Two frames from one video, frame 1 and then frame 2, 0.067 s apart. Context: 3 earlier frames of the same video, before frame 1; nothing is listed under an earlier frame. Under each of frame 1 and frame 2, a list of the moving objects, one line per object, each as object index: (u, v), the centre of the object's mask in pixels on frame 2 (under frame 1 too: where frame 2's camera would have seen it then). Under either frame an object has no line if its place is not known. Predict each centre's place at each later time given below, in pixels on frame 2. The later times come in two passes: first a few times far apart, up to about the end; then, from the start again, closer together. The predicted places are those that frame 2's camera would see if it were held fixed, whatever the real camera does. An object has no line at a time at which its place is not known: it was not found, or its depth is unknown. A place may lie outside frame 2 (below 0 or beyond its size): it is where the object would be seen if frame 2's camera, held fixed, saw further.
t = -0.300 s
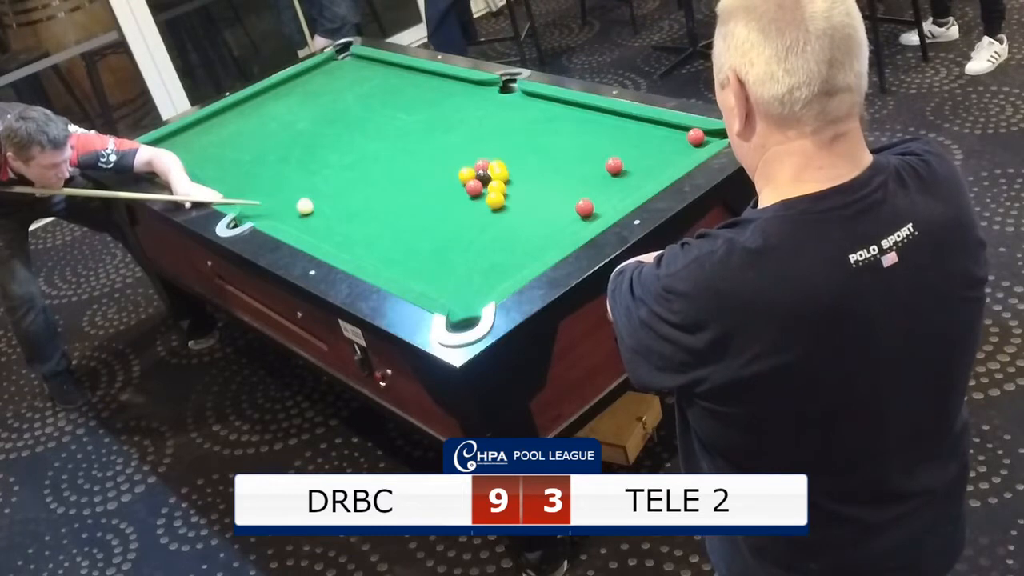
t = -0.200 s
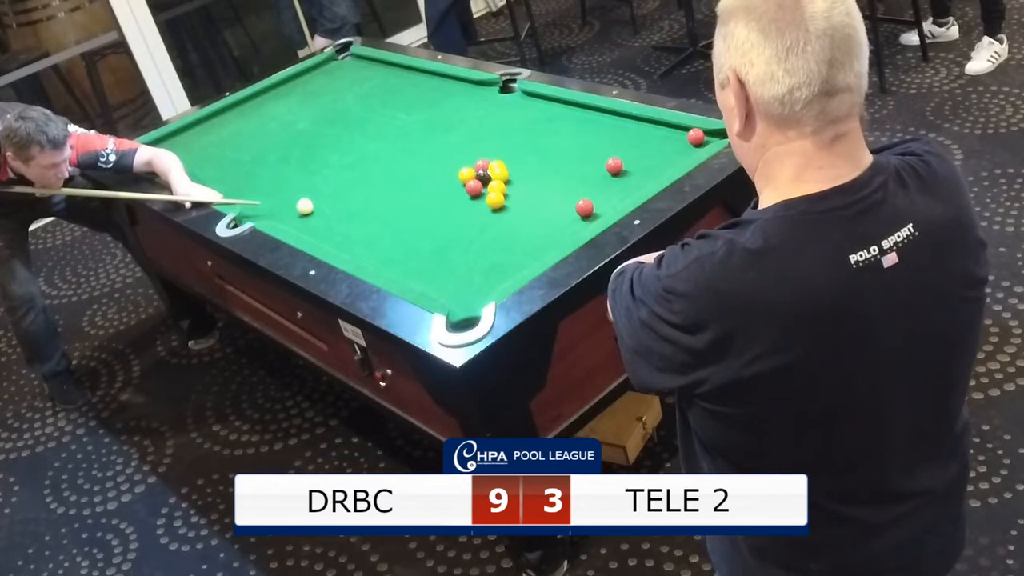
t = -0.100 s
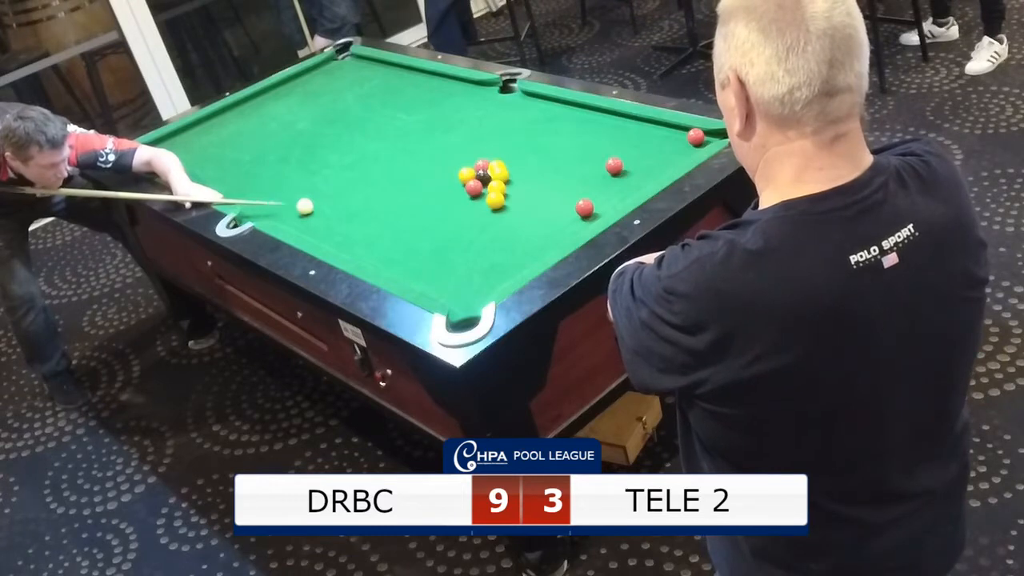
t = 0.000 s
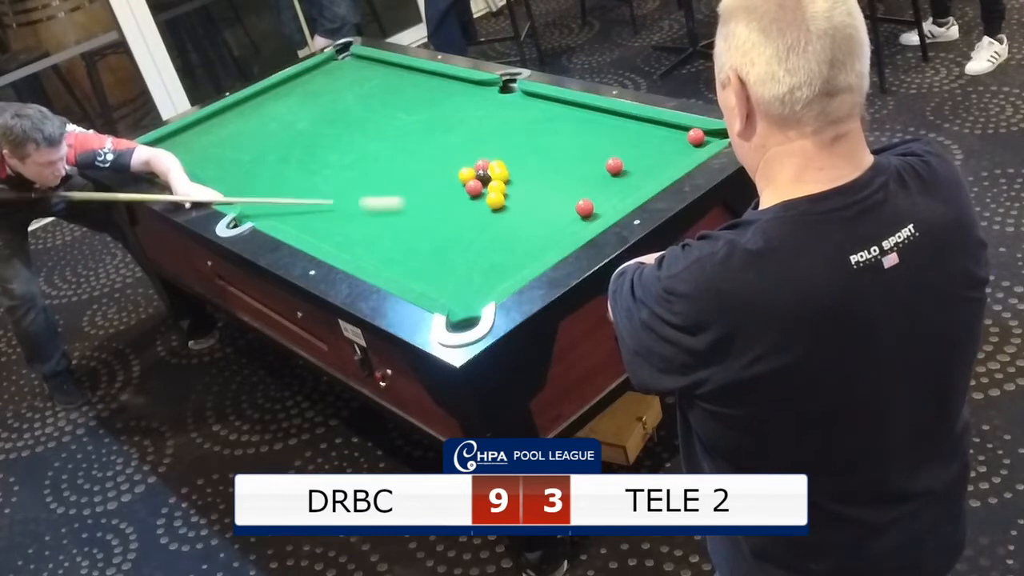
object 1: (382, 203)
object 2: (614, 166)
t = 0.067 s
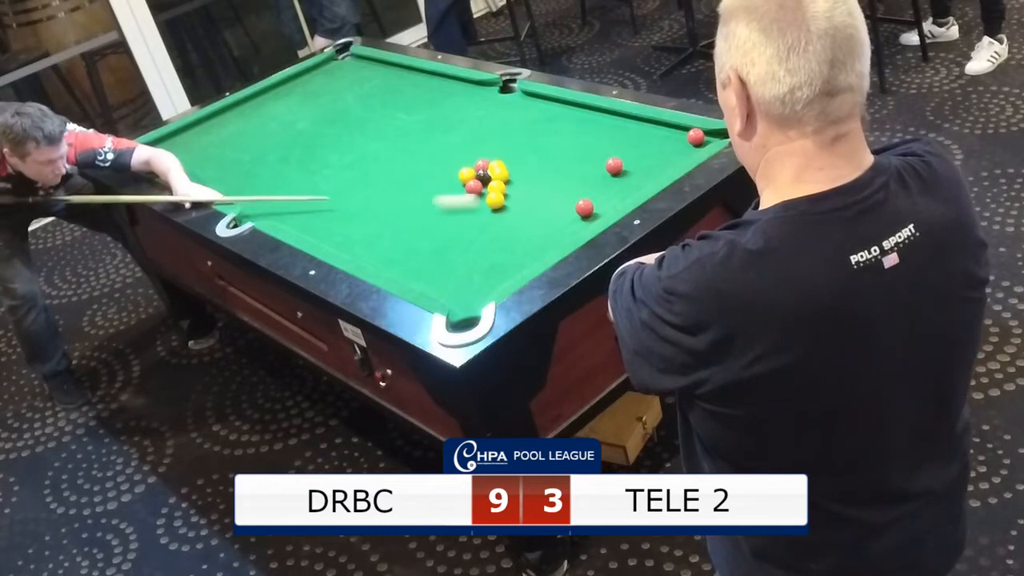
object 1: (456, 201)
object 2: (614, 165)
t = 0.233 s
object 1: (475, 206)
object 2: (614, 165)
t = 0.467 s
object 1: (494, 210)
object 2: (605, 135)
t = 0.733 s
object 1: (516, 215)
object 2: (578, 113)
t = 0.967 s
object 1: (534, 218)
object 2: (532, 117)
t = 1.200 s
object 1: (550, 221)
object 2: (490, 120)
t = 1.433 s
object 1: (565, 224)
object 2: (450, 123)
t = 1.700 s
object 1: (579, 225)
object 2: (408, 127)
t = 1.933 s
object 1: (581, 224)
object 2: (375, 130)
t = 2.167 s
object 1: (578, 223)
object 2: (344, 132)
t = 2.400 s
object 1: (576, 223)
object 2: (316, 135)
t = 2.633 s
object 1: (576, 222)
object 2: (290, 137)
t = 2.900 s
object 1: (576, 223)
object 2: (264, 139)
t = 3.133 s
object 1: (575, 223)
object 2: (244, 140)
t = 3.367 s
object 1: (576, 223)
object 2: (226, 142)
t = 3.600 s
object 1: (575, 223)
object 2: (209, 144)
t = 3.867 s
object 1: (575, 223)
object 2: (193, 146)
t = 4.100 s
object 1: (575, 223)
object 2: (181, 147)
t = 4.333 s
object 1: (575, 223)
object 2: (170, 149)
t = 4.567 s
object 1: (575, 223)
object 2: (161, 150)
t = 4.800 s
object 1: (575, 223)
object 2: (155, 151)
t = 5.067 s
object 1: (576, 222)
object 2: (148, 152)
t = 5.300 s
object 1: (576, 222)
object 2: (144, 153)
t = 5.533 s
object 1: (576, 222)
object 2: (143, 153)
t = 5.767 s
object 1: (576, 223)
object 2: (142, 153)
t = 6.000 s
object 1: (575, 222)
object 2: (142, 153)
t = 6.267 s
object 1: (575, 223)
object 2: (142, 153)
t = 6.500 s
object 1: (575, 222)
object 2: (142, 153)
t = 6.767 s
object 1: (575, 222)
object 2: (142, 153)
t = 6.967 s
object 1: (575, 222)
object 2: (142, 153)
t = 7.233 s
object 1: (575, 222)
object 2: (142, 153)
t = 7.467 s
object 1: (575, 223)
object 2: (142, 153)
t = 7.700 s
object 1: (575, 222)
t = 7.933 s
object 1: (575, 222)
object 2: (142, 153)
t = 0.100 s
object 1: (478, 202)
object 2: (614, 165)
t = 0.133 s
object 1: (476, 203)
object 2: (614, 165)
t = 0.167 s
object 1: (475, 204)
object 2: (614, 165)
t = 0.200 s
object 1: (475, 205)
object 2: (614, 165)
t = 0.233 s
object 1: (475, 206)
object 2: (614, 165)
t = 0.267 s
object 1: (478, 206)
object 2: (614, 165)
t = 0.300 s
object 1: (480, 207)
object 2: (613, 162)
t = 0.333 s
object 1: (483, 208)
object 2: (612, 158)
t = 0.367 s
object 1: (486, 208)
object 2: (610, 152)
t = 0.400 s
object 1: (489, 209)
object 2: (608, 146)
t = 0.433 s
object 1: (492, 210)
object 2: (606, 140)
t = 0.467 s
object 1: (494, 210)
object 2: (605, 135)
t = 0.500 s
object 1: (497, 211)
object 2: (603, 130)
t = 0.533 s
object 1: (500, 212)
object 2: (602, 126)
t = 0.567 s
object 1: (503, 212)
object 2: (601, 121)
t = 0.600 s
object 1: (505, 213)
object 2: (600, 116)
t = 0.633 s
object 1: (508, 213)
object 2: (598, 112)
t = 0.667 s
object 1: (511, 214)
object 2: (593, 111)
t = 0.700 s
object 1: (514, 214)
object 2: (586, 112)
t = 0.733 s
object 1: (516, 215)
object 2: (578, 113)
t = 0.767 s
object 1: (519, 215)
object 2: (571, 114)
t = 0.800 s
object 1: (521, 216)
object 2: (564, 115)
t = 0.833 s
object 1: (524, 216)
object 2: (558, 115)
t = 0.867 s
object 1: (527, 217)
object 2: (551, 116)
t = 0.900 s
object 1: (529, 217)
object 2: (545, 116)
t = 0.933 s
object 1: (532, 217)
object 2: (538, 117)
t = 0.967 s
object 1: (534, 218)
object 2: (532, 117)
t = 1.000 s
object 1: (536, 218)
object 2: (526, 118)
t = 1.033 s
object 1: (539, 219)
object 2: (519, 118)
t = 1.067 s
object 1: (541, 219)
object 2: (513, 119)
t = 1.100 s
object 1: (544, 219)
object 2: (507, 119)
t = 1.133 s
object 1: (546, 220)
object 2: (501, 120)
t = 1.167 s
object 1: (548, 220)
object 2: (495, 120)
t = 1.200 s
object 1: (550, 221)
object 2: (490, 120)
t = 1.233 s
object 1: (552, 221)
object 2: (483, 121)
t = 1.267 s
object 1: (555, 222)
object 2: (478, 121)
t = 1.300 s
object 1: (557, 222)
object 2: (472, 122)
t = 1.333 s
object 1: (559, 222)
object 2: (466, 122)
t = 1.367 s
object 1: (561, 223)
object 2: (461, 123)
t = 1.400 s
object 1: (563, 223)
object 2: (455, 123)
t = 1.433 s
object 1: (565, 224)
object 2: (450, 123)
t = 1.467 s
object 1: (567, 224)
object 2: (444, 124)
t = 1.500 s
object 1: (569, 224)
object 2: (439, 124)
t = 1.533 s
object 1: (571, 224)
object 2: (434, 125)
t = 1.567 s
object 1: (572, 225)
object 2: (429, 125)
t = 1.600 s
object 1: (574, 224)
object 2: (423, 125)
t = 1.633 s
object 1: (576, 225)
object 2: (418, 126)
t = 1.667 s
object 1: (577, 225)
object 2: (413, 126)
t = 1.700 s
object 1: (579, 225)
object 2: (408, 127)
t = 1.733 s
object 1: (580, 225)
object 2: (404, 127)
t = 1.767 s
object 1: (582, 225)
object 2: (399, 127)
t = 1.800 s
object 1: (583, 224)
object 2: (394, 128)
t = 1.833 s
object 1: (583, 224)
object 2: (389, 128)
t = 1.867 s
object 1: (582, 224)
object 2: (384, 129)
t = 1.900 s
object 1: (582, 224)
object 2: (379, 129)
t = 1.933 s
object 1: (581, 224)
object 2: (375, 130)
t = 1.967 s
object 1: (581, 223)
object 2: (370, 130)
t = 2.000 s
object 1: (580, 223)
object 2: (366, 130)
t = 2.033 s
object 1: (580, 223)
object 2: (361, 131)
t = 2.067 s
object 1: (579, 223)
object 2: (357, 131)
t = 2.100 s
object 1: (579, 223)
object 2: (353, 132)
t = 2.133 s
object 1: (579, 223)
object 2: (349, 132)
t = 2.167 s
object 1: (578, 223)
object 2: (344, 132)
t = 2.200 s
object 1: (578, 223)
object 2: (340, 133)
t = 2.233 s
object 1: (577, 223)
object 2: (336, 133)
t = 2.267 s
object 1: (577, 223)
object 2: (332, 133)
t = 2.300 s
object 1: (577, 223)
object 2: (328, 134)
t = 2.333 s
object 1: (577, 223)
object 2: (324, 134)
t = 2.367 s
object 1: (576, 223)
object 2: (320, 134)
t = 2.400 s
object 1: (576, 223)
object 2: (316, 135)
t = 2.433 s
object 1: (576, 222)
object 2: (312, 135)
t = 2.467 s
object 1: (576, 223)
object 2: (309, 135)
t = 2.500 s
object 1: (576, 223)
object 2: (305, 135)
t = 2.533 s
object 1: (575, 223)
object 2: (301, 136)
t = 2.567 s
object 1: (575, 223)
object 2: (297, 136)
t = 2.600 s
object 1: (575, 223)
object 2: (294, 136)
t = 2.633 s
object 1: (576, 222)
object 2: (290, 137)
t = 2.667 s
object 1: (575, 223)
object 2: (287, 137)
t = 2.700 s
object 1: (575, 223)
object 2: (284, 137)
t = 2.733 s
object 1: (575, 223)
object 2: (281, 137)
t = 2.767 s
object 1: (575, 223)
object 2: (277, 138)
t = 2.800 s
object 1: (575, 223)
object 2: (274, 138)
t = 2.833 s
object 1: (576, 223)
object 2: (270, 138)
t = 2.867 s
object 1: (575, 223)
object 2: (268, 139)
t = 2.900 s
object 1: (576, 223)
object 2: (264, 139)
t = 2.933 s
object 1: (576, 223)
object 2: (261, 139)
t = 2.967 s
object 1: (576, 223)
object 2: (258, 139)
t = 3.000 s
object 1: (575, 223)
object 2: (256, 140)
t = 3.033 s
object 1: (575, 223)
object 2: (253, 140)
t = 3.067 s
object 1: (575, 223)
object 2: (249, 140)
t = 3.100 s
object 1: (575, 223)
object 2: (246, 140)
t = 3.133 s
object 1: (575, 223)
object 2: (244, 140)
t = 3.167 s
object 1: (575, 223)
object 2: (241, 141)
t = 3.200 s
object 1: (575, 223)
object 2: (238, 141)
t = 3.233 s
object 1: (575, 223)
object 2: (236, 141)
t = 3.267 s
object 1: (575, 223)
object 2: (233, 141)
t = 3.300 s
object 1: (575, 223)
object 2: (230, 142)
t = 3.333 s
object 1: (576, 223)
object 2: (228, 142)
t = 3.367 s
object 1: (576, 223)
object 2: (226, 142)
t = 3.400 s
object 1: (575, 223)
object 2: (223, 143)
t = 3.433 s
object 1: (575, 223)
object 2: (221, 143)
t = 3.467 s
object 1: (575, 223)
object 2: (218, 143)
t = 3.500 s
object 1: (575, 223)
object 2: (216, 143)
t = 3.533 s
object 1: (575, 223)
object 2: (214, 143)
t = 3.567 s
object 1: (575, 223)
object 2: (211, 144)
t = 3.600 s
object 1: (575, 223)
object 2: (209, 144)
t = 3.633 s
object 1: (575, 223)
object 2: (207, 144)
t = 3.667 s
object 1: (575, 223)
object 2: (205, 144)
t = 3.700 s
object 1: (575, 223)
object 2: (203, 145)
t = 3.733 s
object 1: (575, 223)
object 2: (201, 145)
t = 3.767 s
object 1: (575, 223)
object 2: (199, 145)
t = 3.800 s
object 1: (575, 223)
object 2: (197, 145)
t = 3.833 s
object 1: (575, 223)
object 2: (195, 146)
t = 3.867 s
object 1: (575, 223)
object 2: (193, 146)
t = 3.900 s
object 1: (575, 223)
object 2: (191, 146)
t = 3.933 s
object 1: (575, 223)
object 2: (189, 147)
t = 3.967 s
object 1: (575, 223)
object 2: (187, 147)
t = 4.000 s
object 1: (575, 223)
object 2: (186, 147)
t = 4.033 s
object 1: (575, 223)
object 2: (184, 147)
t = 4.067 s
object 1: (575, 223)
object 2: (182, 147)
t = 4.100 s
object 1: (575, 223)
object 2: (181, 147)
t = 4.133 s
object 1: (575, 223)
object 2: (179, 148)
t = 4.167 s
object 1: (575, 223)
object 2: (178, 148)
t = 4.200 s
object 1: (575, 223)
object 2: (176, 148)
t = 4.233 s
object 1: (575, 223)
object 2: (175, 148)
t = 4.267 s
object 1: (575, 223)
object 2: (173, 149)
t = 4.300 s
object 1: (575, 223)
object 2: (172, 148)
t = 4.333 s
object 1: (575, 223)
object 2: (170, 149)
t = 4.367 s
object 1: (575, 223)
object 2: (169, 149)
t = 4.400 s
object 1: (575, 223)
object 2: (167, 149)
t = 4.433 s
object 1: (575, 223)
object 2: (166, 149)
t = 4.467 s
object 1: (575, 223)
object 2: (165, 149)
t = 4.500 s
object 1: (575, 223)
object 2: (164, 150)
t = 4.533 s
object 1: (575, 223)
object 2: (162, 150)
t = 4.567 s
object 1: (575, 223)
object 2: (161, 150)
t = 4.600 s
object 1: (575, 223)
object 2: (160, 150)
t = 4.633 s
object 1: (575, 223)
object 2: (159, 150)
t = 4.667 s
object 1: (575, 223)
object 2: (158, 151)
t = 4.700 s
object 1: (575, 222)
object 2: (157, 151)
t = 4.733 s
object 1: (575, 223)
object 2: (156, 151)
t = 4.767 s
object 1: (575, 223)
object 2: (156, 151)
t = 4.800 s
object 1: (575, 223)
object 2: (155, 151)
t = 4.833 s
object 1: (575, 222)
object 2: (153, 151)
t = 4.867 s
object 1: (575, 222)
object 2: (153, 151)
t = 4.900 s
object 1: (576, 222)
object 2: (151, 151)
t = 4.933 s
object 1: (576, 222)
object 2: (151, 151)
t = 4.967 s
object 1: (575, 222)
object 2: (150, 152)
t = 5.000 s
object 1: (575, 222)
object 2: (149, 152)
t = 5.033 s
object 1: (575, 223)
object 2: (149, 152)
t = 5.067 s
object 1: (576, 222)
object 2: (148, 152)
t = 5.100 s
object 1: (575, 222)
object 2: (148, 152)
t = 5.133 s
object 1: (575, 222)
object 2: (147, 152)
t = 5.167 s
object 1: (575, 222)
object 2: (147, 152)
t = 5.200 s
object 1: (576, 222)
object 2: (146, 152)
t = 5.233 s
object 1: (575, 222)
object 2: (146, 152)
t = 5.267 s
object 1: (576, 222)
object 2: (145, 152)
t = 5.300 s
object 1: (576, 222)
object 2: (144, 153)
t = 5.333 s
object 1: (576, 222)
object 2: (144, 153)
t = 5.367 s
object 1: (575, 222)
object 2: (144, 153)
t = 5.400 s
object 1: (575, 222)
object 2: (144, 152)
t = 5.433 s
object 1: (575, 222)
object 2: (143, 153)
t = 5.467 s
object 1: (576, 222)
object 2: (143, 152)
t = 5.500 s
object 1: (576, 222)
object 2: (143, 152)
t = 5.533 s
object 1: (576, 222)
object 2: (143, 153)
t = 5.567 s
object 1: (575, 222)
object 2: (143, 153)
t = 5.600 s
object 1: (575, 222)
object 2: (143, 152)
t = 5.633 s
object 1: (576, 222)
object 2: (142, 153)
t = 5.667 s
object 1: (575, 222)
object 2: (142, 152)
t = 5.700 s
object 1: (575, 222)
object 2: (142, 153)
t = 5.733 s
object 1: (575, 223)
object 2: (142, 153)
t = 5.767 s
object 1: (576, 223)
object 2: (142, 153)
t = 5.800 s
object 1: (576, 223)
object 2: (142, 153)
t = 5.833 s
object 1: (576, 223)
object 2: (142, 153)
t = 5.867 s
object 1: (575, 223)
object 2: (142, 153)
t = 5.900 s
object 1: (576, 223)
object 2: (142, 153)
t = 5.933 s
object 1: (575, 222)
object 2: (142, 153)
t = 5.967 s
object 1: (575, 222)
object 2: (142, 153)
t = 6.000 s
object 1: (575, 222)
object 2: (142, 153)
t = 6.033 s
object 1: (576, 222)
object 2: (142, 153)
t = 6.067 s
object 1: (576, 222)
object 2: (142, 153)
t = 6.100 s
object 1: (576, 222)
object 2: (142, 153)
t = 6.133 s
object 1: (575, 222)
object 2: (142, 153)
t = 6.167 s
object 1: (575, 222)
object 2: (142, 153)
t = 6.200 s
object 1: (575, 222)
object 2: (142, 153)
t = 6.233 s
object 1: (575, 222)
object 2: (142, 153)
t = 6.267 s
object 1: (575, 223)
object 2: (142, 153)
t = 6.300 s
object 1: (575, 222)
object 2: (142, 153)
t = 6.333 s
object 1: (575, 222)
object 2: (142, 153)
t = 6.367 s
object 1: (575, 222)
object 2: (142, 153)
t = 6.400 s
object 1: (575, 222)
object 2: (142, 152)
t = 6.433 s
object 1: (575, 222)
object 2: (142, 152)
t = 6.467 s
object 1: (575, 222)
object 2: (142, 153)
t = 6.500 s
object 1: (575, 222)
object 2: (142, 153)
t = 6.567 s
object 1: (575, 222)
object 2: (142, 153)
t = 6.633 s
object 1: (575, 222)
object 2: (142, 153)
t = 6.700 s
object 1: (575, 222)
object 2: (142, 152)
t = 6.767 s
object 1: (575, 222)
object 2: (142, 153)
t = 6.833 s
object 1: (575, 222)
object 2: (142, 153)
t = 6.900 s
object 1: (575, 222)
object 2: (142, 153)
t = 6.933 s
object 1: (575, 223)
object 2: (142, 153)
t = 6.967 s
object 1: (575, 222)
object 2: (142, 153)
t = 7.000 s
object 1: (576, 222)
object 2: (142, 153)
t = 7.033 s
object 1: (575, 222)
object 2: (142, 153)
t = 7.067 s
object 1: (575, 222)
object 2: (142, 153)
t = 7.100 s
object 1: (575, 222)
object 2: (142, 153)
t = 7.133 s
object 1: (575, 223)
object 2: (142, 153)
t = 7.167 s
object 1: (575, 222)
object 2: (142, 153)
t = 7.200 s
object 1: (575, 223)
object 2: (142, 153)
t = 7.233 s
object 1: (575, 222)
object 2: (142, 153)
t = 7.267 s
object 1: (575, 222)
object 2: (142, 153)
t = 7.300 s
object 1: (575, 223)
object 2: (142, 153)
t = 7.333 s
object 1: (575, 223)
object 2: (142, 153)
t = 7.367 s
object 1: (575, 222)
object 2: (142, 153)
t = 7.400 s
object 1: (575, 223)
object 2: (142, 153)
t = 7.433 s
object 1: (575, 223)
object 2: (142, 153)
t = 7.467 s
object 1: (575, 223)
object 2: (142, 153)
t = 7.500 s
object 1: (575, 222)
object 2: (142, 153)
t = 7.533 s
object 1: (575, 222)
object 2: (142, 153)
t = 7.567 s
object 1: (575, 223)
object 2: (142, 153)
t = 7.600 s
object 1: (575, 222)
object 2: (143, 153)
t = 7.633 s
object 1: (575, 223)
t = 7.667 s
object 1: (575, 223)
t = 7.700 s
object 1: (575, 222)
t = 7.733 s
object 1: (575, 223)
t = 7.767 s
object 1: (575, 223)
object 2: (142, 153)
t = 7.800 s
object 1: (575, 223)
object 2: (142, 153)
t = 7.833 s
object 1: (575, 222)
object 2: (142, 153)
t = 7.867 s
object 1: (575, 222)
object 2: (142, 153)
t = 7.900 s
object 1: (575, 222)
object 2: (142, 153)
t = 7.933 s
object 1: (575, 222)
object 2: (142, 153)
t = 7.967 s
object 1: (575, 223)
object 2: (143, 153)
